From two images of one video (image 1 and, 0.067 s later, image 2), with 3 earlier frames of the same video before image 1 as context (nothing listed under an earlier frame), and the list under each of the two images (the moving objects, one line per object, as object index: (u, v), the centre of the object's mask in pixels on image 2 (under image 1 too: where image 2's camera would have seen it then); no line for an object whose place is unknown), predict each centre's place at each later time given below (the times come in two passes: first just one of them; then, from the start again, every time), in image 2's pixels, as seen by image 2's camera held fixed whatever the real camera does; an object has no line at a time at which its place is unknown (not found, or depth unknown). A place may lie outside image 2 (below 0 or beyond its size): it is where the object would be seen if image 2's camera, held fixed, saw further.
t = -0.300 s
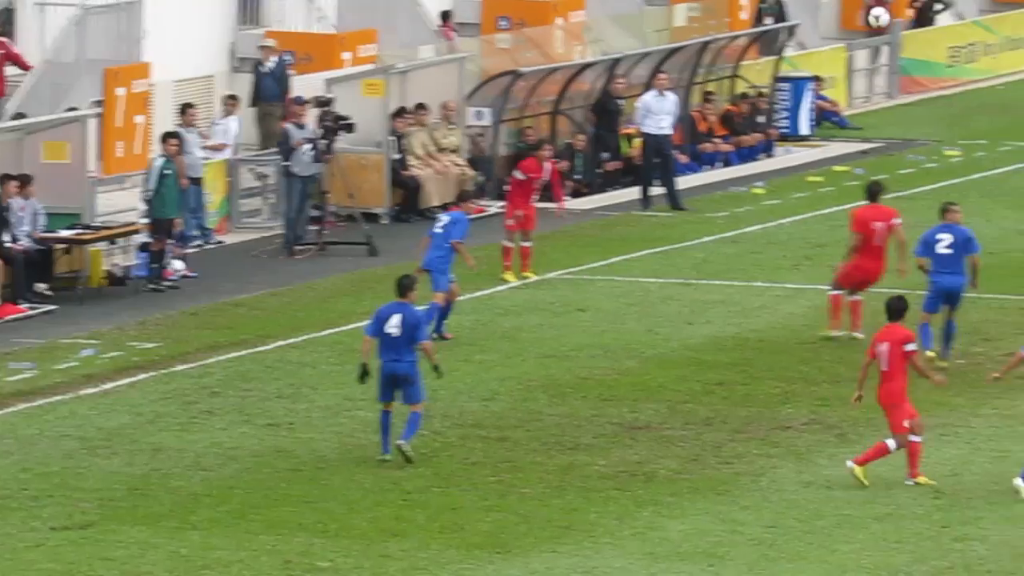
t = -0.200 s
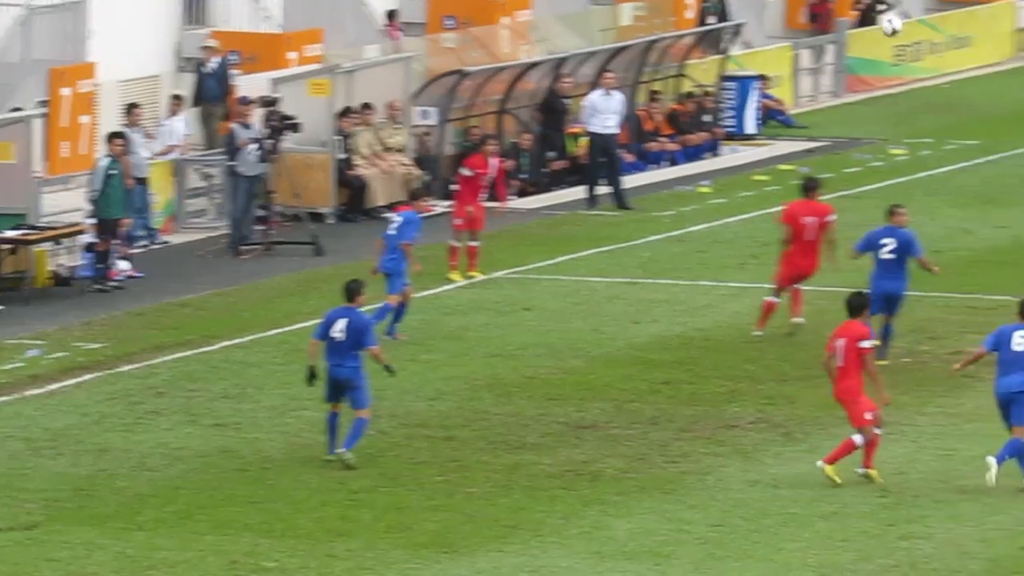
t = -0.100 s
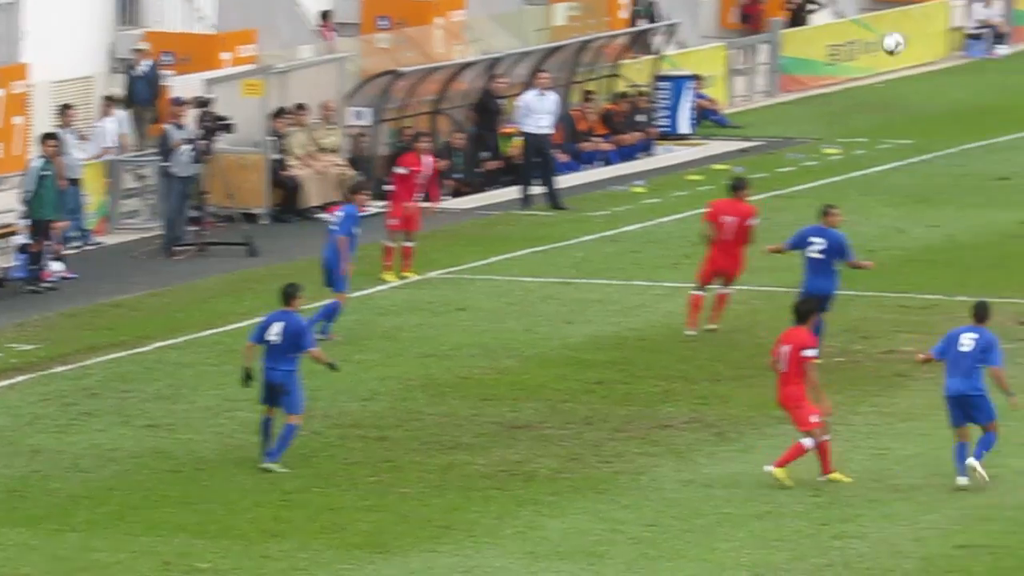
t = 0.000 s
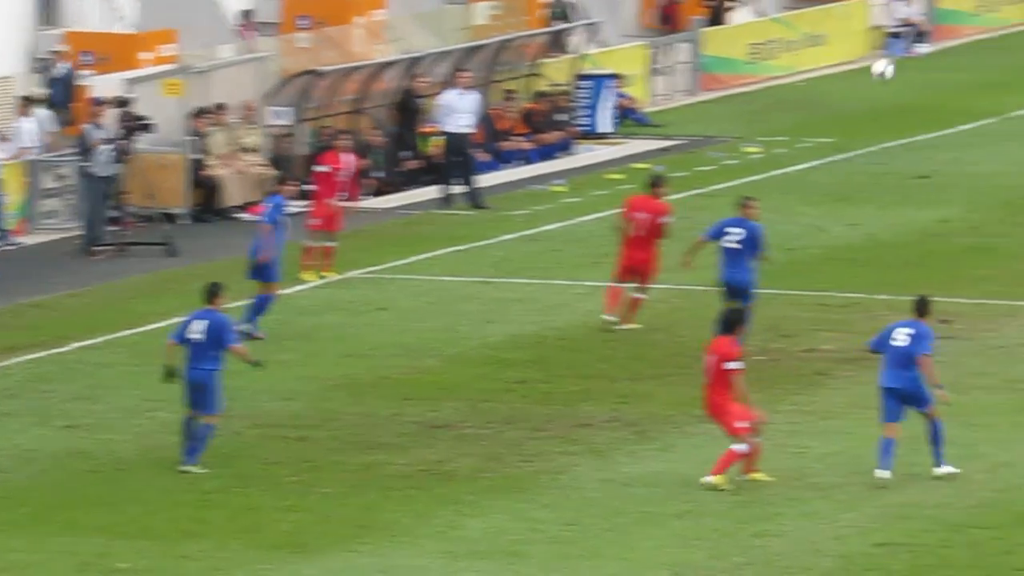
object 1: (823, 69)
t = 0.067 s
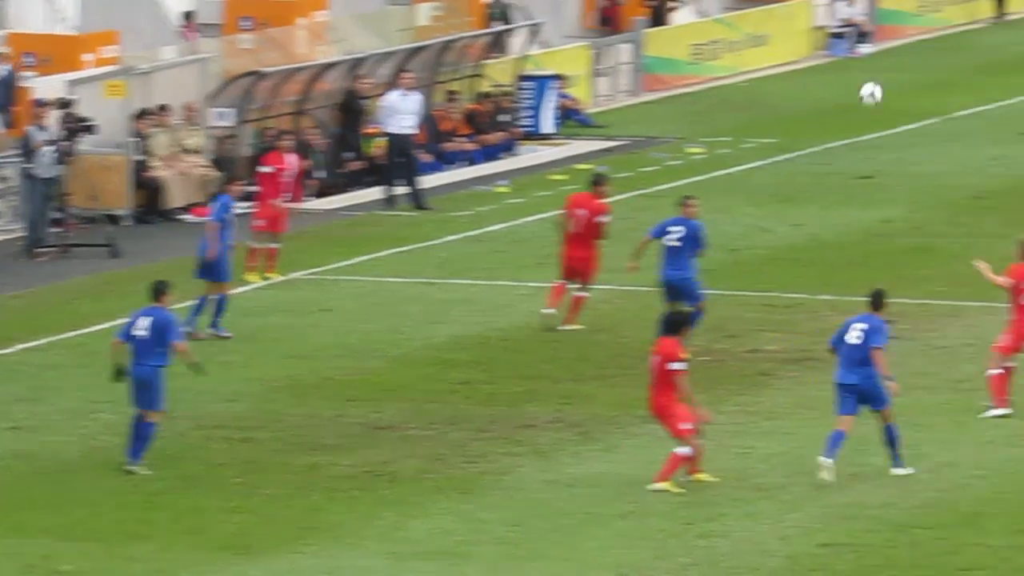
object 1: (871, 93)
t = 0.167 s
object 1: (943, 135)
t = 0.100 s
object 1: (894, 107)
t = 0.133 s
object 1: (919, 121)
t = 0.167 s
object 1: (943, 135)
